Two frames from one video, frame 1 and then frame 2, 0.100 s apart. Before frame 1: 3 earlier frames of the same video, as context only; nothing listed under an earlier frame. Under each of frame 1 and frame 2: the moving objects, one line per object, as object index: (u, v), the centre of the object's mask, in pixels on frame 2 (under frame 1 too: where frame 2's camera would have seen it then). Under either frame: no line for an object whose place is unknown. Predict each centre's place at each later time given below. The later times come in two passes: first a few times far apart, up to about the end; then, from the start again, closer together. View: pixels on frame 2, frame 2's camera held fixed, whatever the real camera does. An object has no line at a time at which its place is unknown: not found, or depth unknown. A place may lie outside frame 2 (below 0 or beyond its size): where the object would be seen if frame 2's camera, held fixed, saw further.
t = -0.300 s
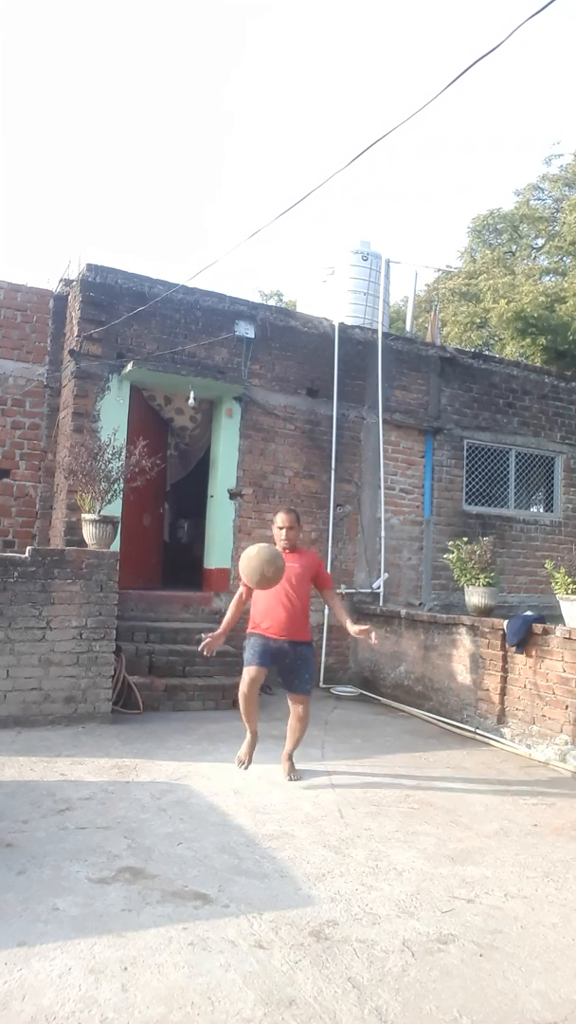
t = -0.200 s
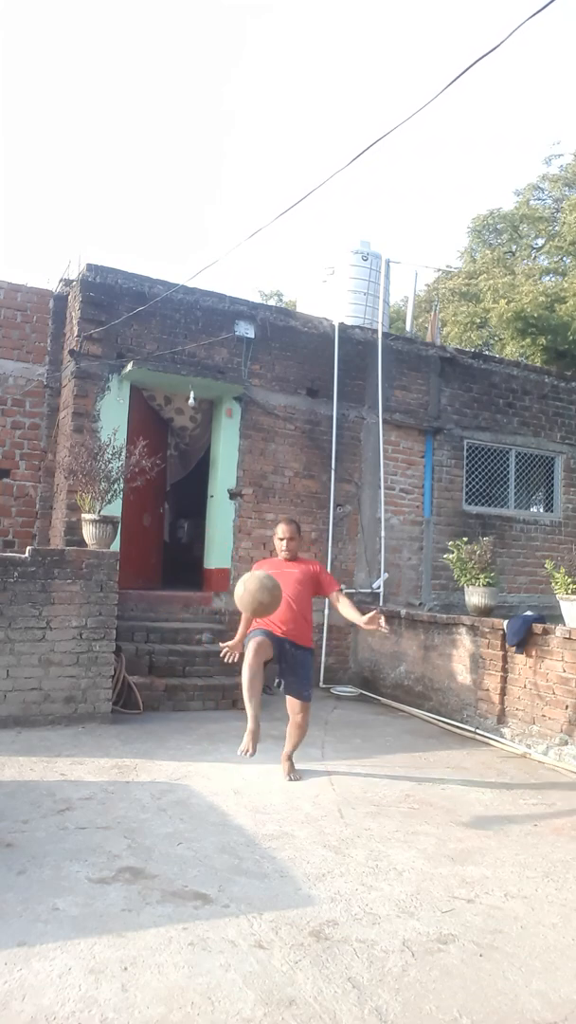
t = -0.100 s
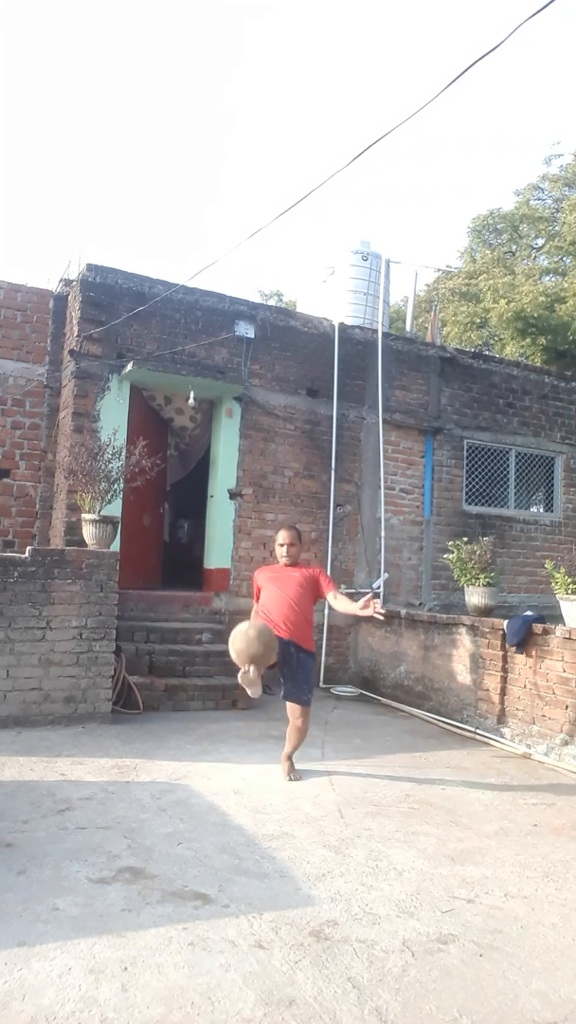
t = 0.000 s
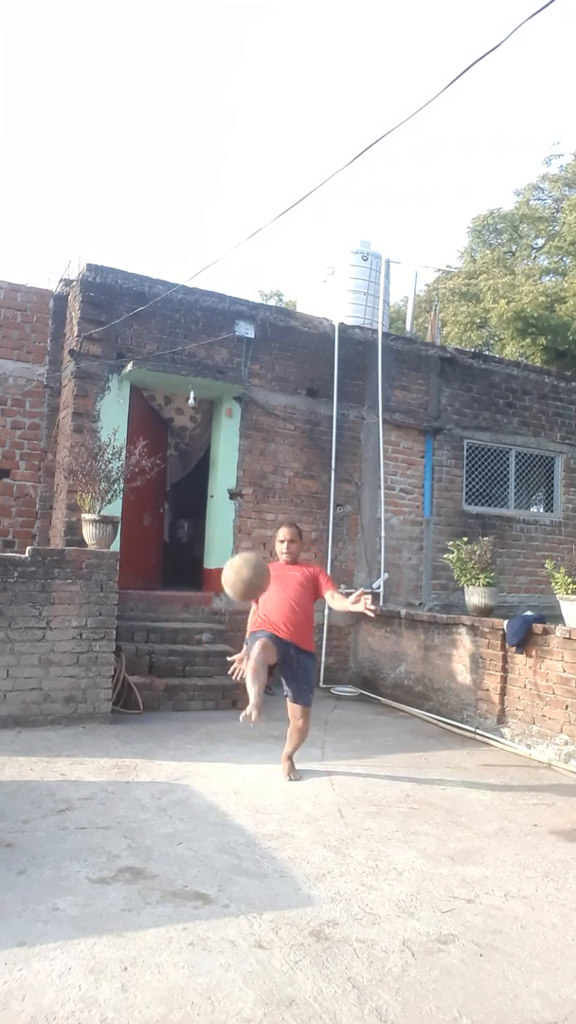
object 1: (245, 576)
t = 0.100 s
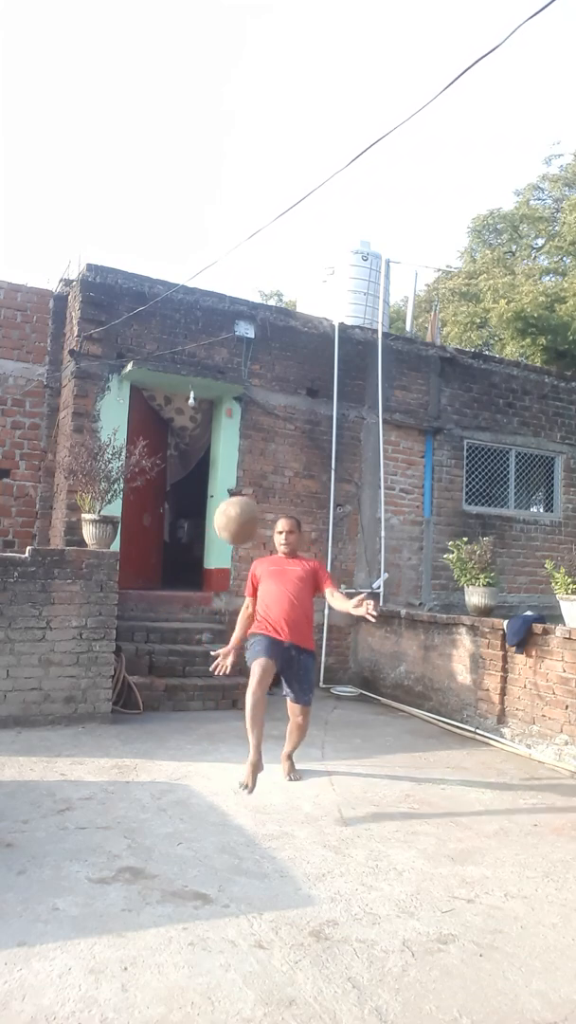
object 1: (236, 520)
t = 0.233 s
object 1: (225, 479)
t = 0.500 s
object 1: (197, 503)
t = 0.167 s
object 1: (232, 494)
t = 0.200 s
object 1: (229, 485)
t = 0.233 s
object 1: (225, 479)
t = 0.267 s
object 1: (222, 474)
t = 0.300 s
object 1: (219, 472)
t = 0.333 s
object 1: (216, 471)
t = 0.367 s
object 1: (213, 473)
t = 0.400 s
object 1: (209, 477)
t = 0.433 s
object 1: (205, 484)
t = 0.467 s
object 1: (201, 492)
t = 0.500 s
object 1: (197, 503)
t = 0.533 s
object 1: (193, 516)
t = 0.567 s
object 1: (189, 531)
